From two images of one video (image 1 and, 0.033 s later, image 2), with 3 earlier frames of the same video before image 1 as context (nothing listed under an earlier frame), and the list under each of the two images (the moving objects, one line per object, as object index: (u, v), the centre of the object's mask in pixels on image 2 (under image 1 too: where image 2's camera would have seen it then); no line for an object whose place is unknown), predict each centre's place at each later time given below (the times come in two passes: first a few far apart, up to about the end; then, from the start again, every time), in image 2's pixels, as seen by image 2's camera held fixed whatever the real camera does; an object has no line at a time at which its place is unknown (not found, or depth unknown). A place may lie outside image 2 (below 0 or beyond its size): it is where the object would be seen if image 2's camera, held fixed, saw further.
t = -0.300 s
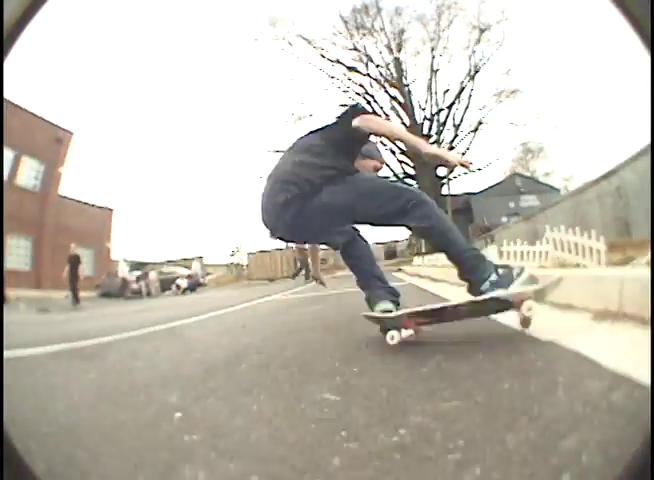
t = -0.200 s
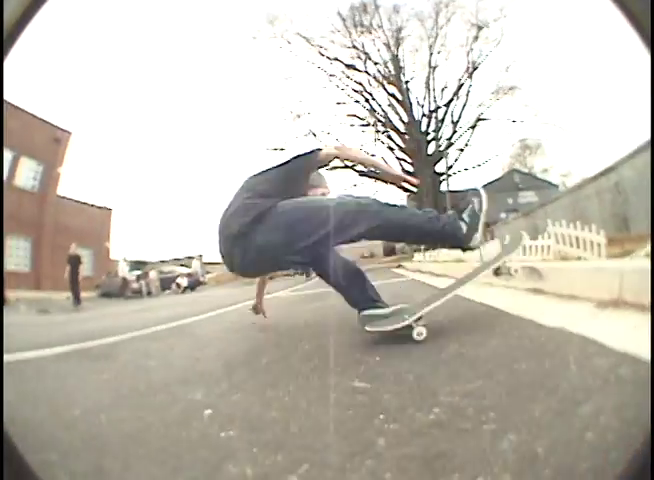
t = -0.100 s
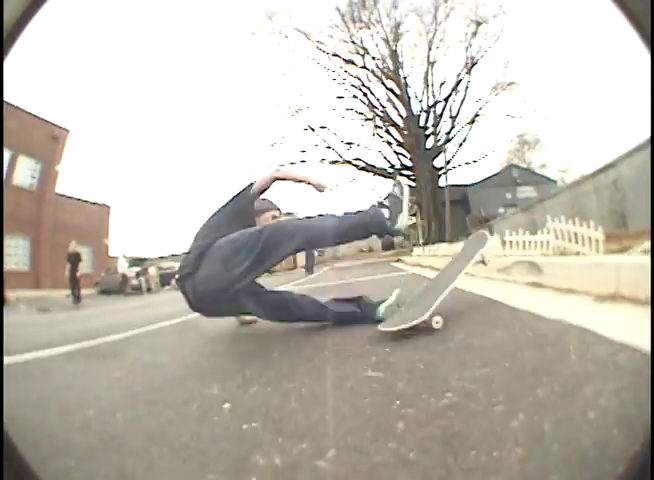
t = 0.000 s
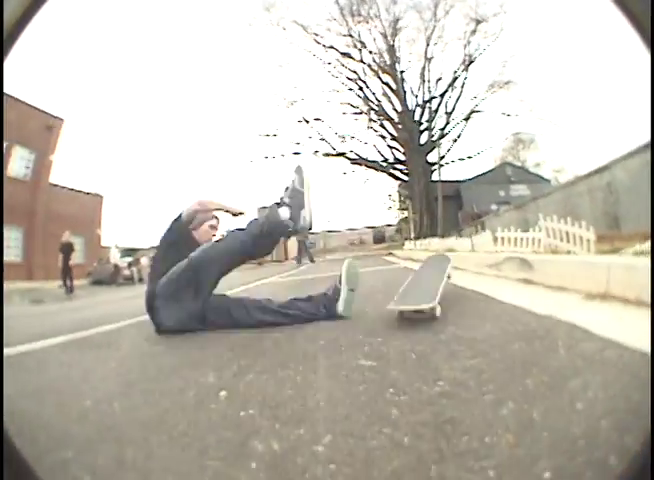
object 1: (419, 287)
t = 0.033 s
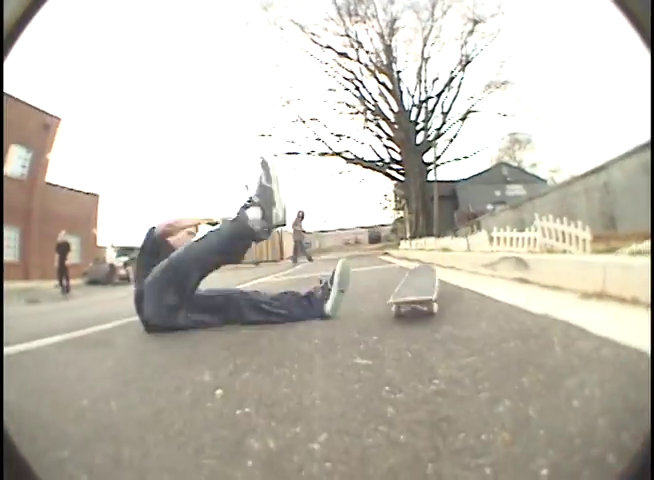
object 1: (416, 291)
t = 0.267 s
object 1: (408, 288)
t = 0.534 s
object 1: (404, 285)
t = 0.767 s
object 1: (403, 283)
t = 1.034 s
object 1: (401, 282)
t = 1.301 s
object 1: (401, 281)
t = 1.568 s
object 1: (400, 280)
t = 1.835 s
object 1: (401, 281)
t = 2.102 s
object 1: (401, 282)
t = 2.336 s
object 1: (402, 283)
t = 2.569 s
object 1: (404, 283)
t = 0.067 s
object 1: (414, 293)
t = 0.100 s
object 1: (413, 290)
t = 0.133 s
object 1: (411, 288)
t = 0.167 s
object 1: (410, 288)
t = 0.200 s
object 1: (410, 288)
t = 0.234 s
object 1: (407, 289)
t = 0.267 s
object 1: (408, 288)
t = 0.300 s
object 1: (407, 287)
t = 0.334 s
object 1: (406, 287)
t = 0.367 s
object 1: (406, 287)
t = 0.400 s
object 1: (406, 287)
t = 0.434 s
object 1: (405, 286)
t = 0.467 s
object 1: (405, 285)
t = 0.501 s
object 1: (405, 285)
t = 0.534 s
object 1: (404, 285)
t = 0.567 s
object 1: (404, 284)
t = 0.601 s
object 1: (404, 284)
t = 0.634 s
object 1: (403, 284)
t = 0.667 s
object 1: (403, 283)
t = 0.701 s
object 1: (403, 283)
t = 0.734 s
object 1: (403, 283)
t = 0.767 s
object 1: (403, 283)
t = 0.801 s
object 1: (402, 283)
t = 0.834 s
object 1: (402, 283)
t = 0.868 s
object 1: (402, 282)
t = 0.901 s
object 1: (402, 282)
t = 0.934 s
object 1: (402, 282)
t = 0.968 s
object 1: (401, 282)
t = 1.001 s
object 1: (401, 282)
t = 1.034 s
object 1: (401, 282)
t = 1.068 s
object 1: (401, 281)
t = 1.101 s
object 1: (401, 281)
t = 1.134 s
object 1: (401, 281)
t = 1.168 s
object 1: (401, 281)
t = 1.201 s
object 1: (401, 281)
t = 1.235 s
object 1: (401, 281)
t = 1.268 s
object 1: (401, 281)
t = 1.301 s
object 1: (401, 281)
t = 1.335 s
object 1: (400, 280)
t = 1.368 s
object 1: (400, 280)
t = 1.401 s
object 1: (400, 280)
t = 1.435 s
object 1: (400, 280)
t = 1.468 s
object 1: (400, 280)
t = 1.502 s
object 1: (400, 280)
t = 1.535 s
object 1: (400, 280)
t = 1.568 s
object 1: (400, 280)
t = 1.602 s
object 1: (401, 280)
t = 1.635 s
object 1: (400, 280)
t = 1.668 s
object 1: (400, 280)
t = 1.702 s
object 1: (401, 280)
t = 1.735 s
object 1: (401, 280)
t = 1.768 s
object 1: (400, 281)
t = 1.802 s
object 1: (401, 281)
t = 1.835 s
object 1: (401, 281)
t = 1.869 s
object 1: (400, 281)
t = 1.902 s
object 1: (401, 281)
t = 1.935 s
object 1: (401, 281)
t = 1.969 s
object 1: (401, 281)
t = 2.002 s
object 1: (401, 281)
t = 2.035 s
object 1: (401, 281)
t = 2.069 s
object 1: (401, 282)
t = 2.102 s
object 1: (401, 282)
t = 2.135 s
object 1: (401, 282)
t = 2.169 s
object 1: (401, 282)
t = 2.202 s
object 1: (402, 282)
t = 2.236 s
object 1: (401, 282)
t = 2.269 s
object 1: (402, 283)
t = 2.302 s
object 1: (402, 283)
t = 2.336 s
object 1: (402, 283)
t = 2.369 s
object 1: (403, 283)
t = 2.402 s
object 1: (403, 283)
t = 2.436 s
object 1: (403, 283)
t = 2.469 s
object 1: (404, 283)
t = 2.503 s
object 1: (404, 283)
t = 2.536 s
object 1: (404, 283)
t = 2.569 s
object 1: (404, 283)
